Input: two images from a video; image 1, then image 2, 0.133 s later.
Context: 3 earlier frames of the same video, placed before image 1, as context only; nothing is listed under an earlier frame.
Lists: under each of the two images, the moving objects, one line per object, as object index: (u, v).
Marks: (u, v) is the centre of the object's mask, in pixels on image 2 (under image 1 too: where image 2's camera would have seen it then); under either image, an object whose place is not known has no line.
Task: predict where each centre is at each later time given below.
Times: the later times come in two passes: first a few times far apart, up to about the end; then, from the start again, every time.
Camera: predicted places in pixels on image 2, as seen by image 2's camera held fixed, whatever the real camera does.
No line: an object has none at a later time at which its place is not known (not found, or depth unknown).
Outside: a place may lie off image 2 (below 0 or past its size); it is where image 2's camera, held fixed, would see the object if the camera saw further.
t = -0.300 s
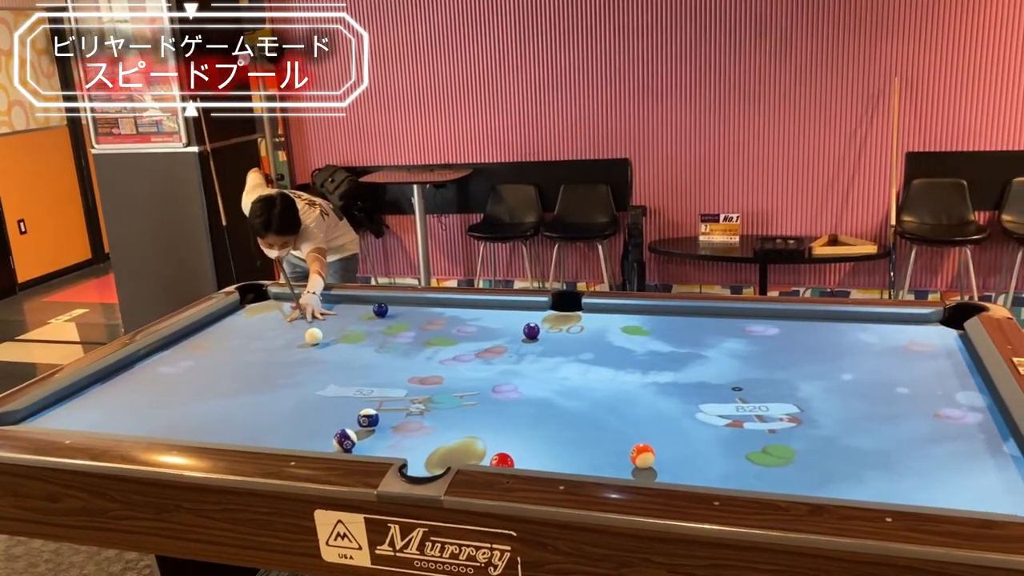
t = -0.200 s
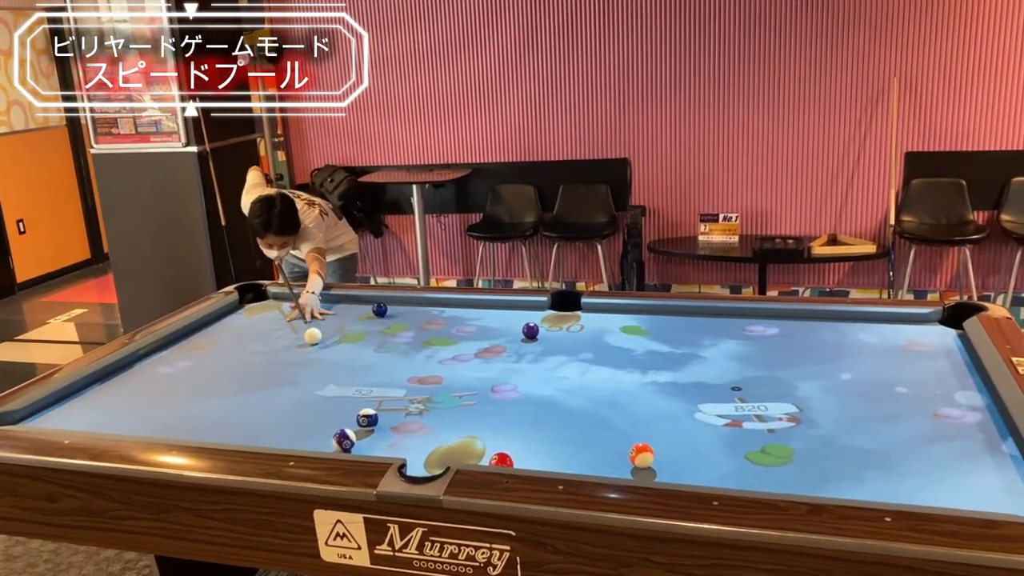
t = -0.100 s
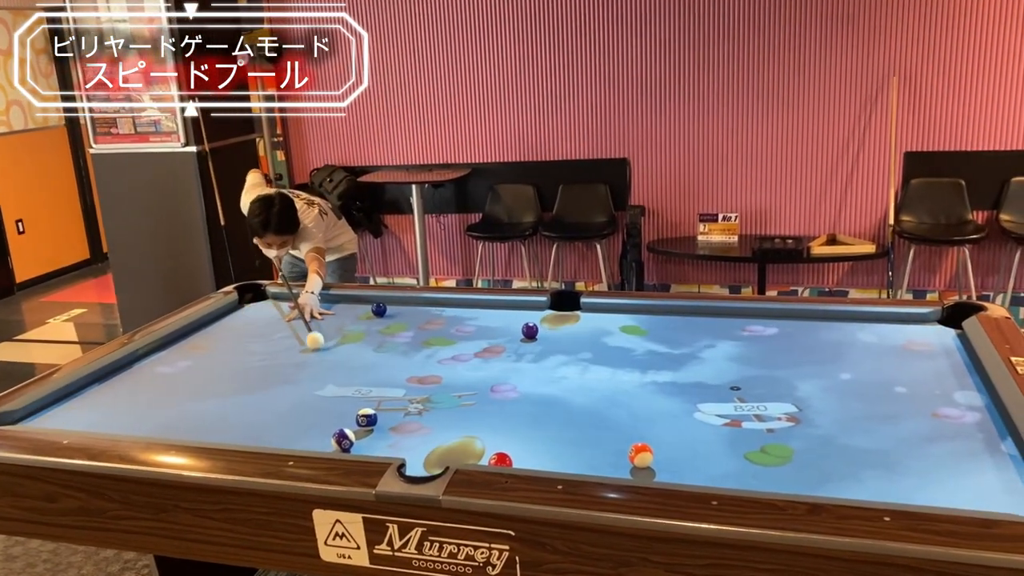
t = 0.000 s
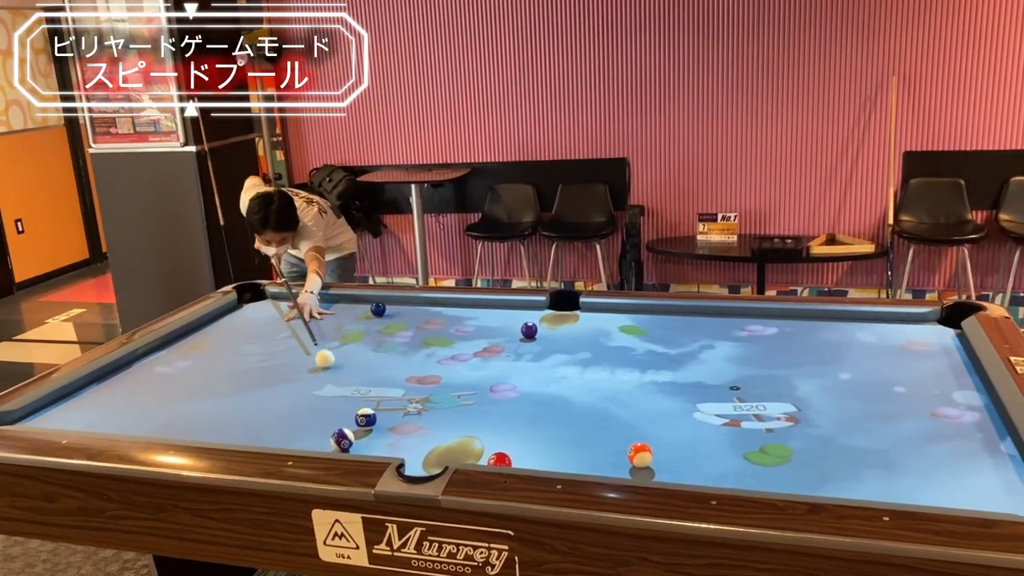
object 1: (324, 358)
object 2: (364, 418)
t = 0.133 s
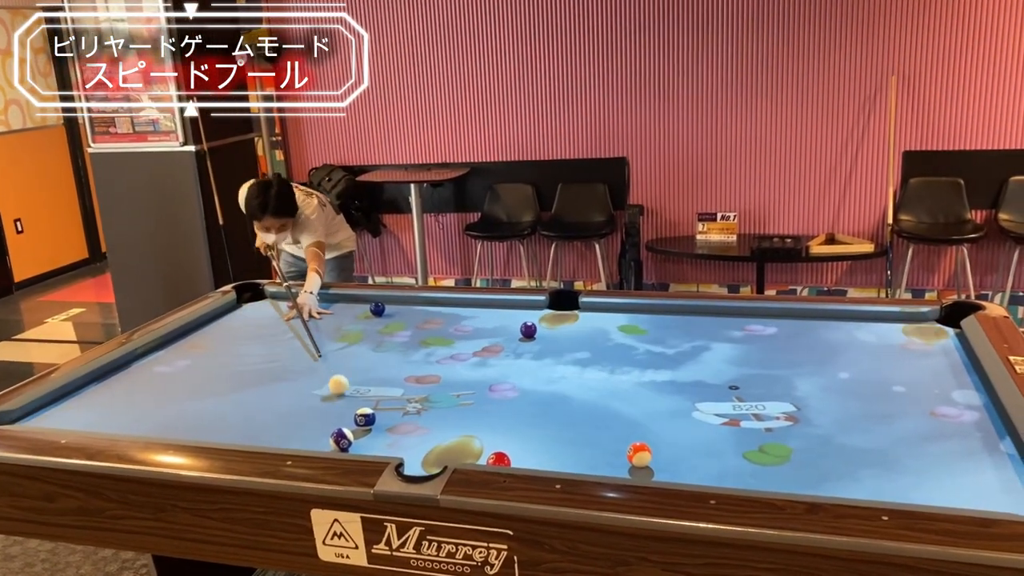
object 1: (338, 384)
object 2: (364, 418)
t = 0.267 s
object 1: (351, 412)
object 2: (369, 420)
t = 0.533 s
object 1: (319, 438)
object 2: (439, 463)
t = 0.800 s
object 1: (304, 439)
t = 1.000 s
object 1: (305, 428)
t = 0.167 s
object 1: (343, 392)
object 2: (364, 418)
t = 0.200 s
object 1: (347, 399)
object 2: (365, 418)
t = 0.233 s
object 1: (350, 406)
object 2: (364, 418)
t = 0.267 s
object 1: (351, 412)
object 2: (369, 420)
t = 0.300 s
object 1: (347, 415)
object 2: (379, 426)
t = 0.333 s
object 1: (342, 417)
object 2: (388, 432)
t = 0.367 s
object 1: (338, 420)
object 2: (398, 439)
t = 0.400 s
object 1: (334, 422)
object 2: (407, 445)
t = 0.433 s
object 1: (330, 425)
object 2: (414, 449)
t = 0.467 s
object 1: (326, 430)
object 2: (424, 456)
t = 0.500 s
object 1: (323, 434)
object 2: (433, 461)
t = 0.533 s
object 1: (319, 438)
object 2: (439, 463)
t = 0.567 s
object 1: (314, 440)
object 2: (438, 463)
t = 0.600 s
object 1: (309, 442)
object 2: (430, 465)
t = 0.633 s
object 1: (304, 444)
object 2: (421, 466)
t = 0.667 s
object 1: (303, 443)
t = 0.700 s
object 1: (303, 442)
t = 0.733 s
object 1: (303, 441)
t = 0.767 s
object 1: (304, 439)
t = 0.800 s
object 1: (304, 439)
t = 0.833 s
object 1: (304, 437)
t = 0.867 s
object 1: (304, 435)
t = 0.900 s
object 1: (305, 433)
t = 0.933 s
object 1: (305, 431)
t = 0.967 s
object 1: (305, 429)
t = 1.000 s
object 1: (305, 428)
